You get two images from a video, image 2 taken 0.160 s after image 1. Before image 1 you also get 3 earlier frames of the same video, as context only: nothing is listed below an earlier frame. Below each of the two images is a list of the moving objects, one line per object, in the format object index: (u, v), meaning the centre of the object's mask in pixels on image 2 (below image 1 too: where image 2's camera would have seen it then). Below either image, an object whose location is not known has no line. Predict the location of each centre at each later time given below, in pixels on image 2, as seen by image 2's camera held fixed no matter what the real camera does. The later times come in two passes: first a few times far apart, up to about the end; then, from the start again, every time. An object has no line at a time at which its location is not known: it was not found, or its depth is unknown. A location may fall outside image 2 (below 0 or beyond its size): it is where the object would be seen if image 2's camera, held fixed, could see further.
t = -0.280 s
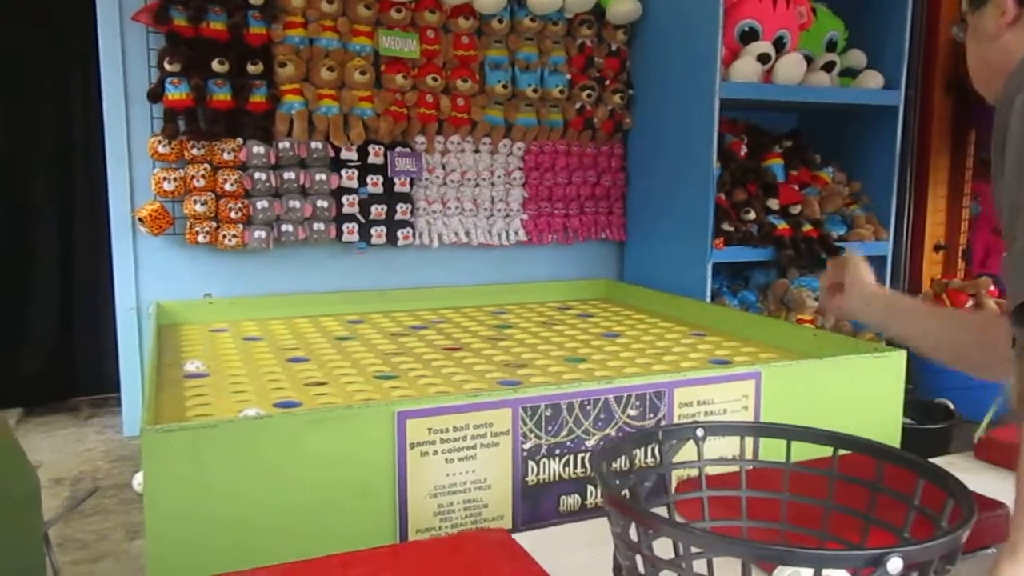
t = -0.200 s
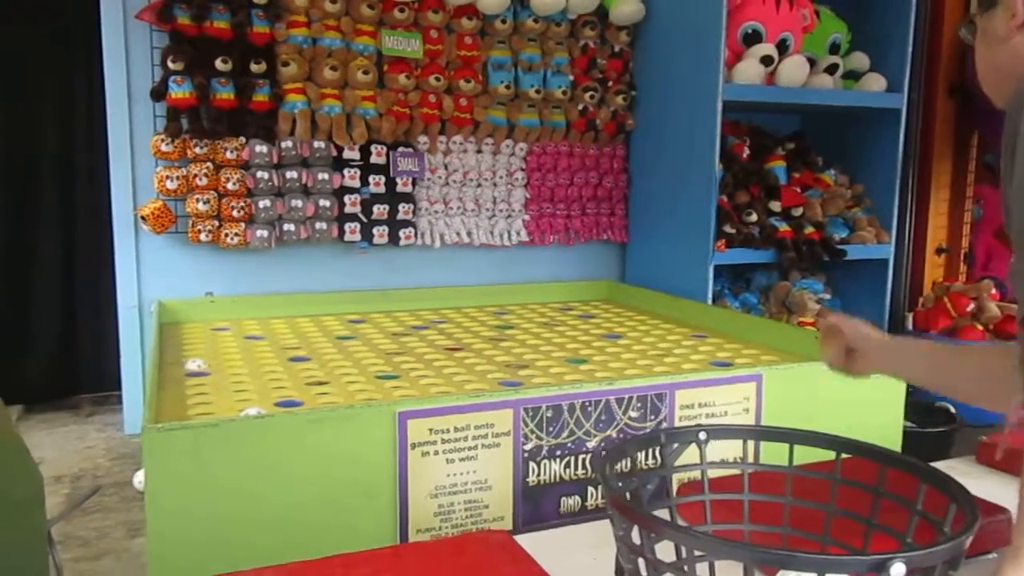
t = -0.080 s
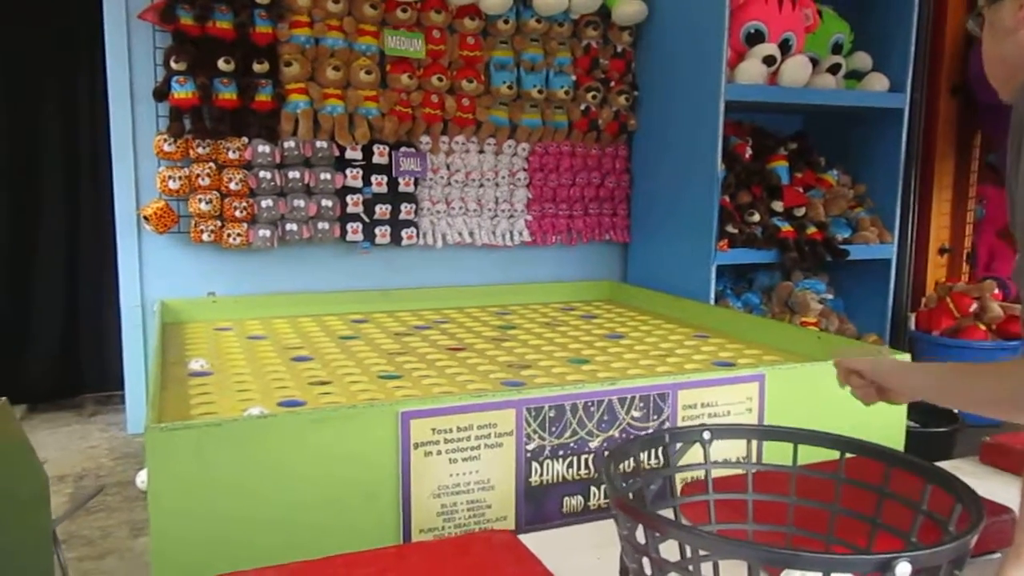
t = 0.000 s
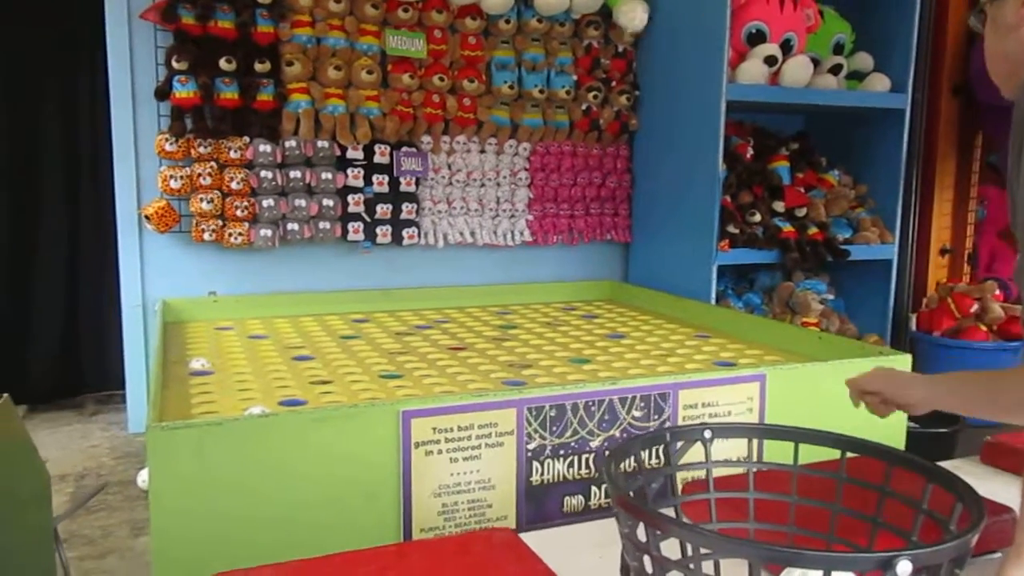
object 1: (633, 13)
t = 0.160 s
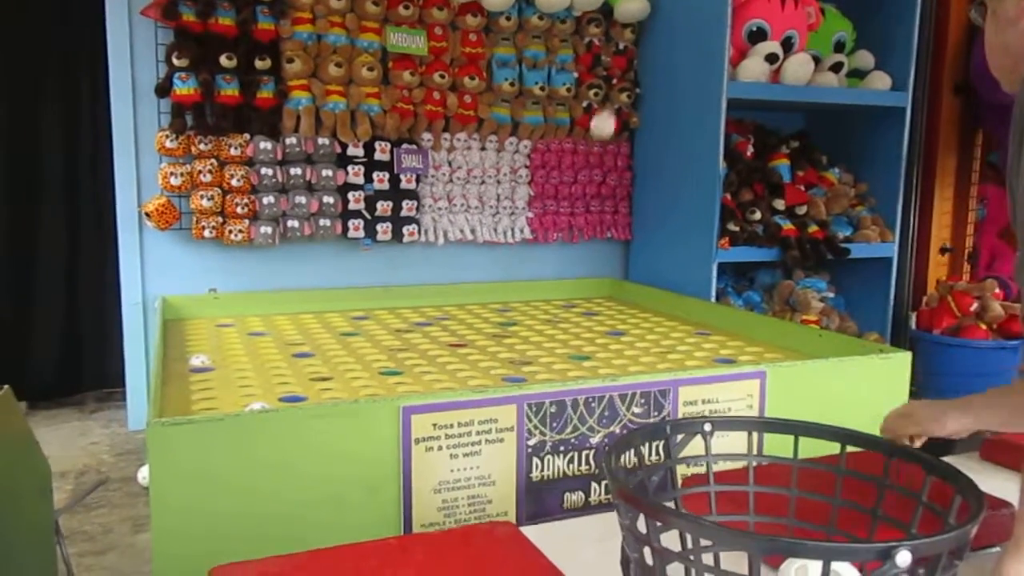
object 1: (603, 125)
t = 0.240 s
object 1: (589, 195)
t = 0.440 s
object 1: (581, 292)
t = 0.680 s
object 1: (620, 221)
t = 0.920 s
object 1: (650, 273)
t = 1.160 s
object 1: (671, 268)
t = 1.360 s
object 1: (652, 279)
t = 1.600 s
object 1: (608, 289)
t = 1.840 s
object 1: (569, 298)
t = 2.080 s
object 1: (528, 297)
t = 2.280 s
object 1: (516, 299)
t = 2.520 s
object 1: (510, 303)
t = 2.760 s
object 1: (507, 307)
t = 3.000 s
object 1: (511, 312)
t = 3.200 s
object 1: (512, 316)
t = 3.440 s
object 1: (500, 318)
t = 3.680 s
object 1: (490, 323)
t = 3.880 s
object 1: (496, 326)
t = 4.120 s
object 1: (511, 326)
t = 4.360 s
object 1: (513, 325)
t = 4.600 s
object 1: (514, 324)
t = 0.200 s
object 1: (596, 159)
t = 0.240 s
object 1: (589, 195)
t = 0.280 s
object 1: (584, 232)
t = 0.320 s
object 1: (578, 271)
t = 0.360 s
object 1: (574, 312)
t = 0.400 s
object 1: (575, 316)
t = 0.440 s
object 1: (581, 292)
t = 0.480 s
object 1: (589, 270)
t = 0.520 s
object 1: (596, 253)
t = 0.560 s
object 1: (602, 239)
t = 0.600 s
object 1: (608, 230)
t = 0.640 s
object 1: (614, 224)
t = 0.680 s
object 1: (620, 221)
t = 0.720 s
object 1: (626, 222)
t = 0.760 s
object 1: (631, 226)
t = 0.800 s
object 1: (636, 233)
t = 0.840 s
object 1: (641, 243)
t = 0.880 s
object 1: (646, 257)
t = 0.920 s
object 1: (650, 273)
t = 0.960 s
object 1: (655, 290)
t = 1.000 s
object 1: (658, 305)
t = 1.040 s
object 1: (662, 290)
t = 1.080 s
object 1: (665, 280)
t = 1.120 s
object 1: (668, 273)
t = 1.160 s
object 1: (671, 268)
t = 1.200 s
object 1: (673, 267)
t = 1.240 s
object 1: (670, 266)
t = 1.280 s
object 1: (664, 267)
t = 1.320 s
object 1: (658, 272)
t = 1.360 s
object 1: (652, 279)
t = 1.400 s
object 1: (644, 287)
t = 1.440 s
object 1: (635, 294)
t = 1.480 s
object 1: (627, 298)
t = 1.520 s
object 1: (621, 292)
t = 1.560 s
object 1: (614, 289)
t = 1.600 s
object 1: (608, 289)
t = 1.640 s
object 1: (601, 292)
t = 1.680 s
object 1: (595, 297)
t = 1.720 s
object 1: (589, 295)
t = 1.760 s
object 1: (582, 295)
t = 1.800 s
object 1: (576, 296)
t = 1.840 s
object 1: (569, 298)
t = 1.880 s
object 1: (562, 297)
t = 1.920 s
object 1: (555, 297)
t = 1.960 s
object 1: (548, 296)
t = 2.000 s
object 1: (541, 297)
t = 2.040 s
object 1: (535, 296)
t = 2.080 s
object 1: (528, 297)
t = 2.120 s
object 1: (521, 298)
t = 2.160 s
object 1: (515, 299)
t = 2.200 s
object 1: (516, 298)
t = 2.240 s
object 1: (516, 298)
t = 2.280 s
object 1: (516, 299)
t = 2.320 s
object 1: (516, 300)
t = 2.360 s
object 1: (515, 300)
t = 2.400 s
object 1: (513, 301)
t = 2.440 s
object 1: (512, 302)
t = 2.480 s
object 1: (512, 302)
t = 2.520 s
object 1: (510, 303)
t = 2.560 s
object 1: (509, 304)
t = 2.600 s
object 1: (507, 304)
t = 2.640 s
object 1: (507, 306)
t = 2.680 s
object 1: (507, 306)
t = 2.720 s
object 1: (507, 306)
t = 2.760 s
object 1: (507, 307)
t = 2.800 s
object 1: (508, 308)
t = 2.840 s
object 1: (508, 308)
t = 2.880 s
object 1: (509, 310)
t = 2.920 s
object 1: (510, 310)
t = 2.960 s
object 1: (511, 311)
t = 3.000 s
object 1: (511, 312)
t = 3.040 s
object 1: (512, 313)
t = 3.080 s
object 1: (513, 313)
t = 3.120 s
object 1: (513, 313)
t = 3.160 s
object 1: (513, 314)
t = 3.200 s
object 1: (512, 316)
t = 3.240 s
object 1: (511, 317)
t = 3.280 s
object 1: (509, 317)
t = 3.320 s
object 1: (507, 318)
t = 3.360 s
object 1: (504, 318)
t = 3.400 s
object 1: (502, 318)
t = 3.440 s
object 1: (500, 318)
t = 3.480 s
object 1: (497, 318)
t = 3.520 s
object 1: (494, 319)
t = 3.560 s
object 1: (491, 321)
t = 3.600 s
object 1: (490, 322)
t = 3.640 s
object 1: (490, 323)
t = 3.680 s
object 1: (490, 323)
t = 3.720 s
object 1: (491, 323)
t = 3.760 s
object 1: (492, 323)
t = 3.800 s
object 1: (493, 324)
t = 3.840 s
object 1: (495, 325)
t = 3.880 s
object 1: (496, 326)
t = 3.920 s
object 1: (498, 329)
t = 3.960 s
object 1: (501, 330)
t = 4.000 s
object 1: (505, 329)
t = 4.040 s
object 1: (508, 328)
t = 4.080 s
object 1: (510, 327)
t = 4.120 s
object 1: (511, 326)
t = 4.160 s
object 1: (512, 325)
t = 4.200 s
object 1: (512, 325)
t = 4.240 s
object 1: (513, 325)
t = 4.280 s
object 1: (513, 325)
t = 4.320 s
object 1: (513, 325)
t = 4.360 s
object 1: (513, 325)
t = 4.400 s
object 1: (513, 324)
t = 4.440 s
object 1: (513, 324)
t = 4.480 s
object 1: (514, 324)
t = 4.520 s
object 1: (514, 324)
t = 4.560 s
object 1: (514, 324)
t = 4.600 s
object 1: (514, 324)
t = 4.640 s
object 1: (514, 323)
